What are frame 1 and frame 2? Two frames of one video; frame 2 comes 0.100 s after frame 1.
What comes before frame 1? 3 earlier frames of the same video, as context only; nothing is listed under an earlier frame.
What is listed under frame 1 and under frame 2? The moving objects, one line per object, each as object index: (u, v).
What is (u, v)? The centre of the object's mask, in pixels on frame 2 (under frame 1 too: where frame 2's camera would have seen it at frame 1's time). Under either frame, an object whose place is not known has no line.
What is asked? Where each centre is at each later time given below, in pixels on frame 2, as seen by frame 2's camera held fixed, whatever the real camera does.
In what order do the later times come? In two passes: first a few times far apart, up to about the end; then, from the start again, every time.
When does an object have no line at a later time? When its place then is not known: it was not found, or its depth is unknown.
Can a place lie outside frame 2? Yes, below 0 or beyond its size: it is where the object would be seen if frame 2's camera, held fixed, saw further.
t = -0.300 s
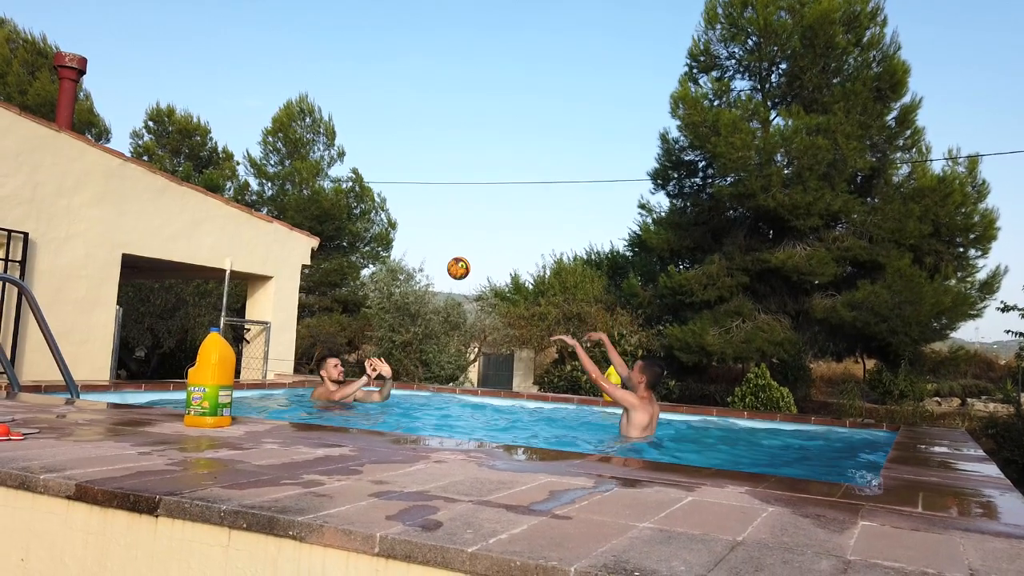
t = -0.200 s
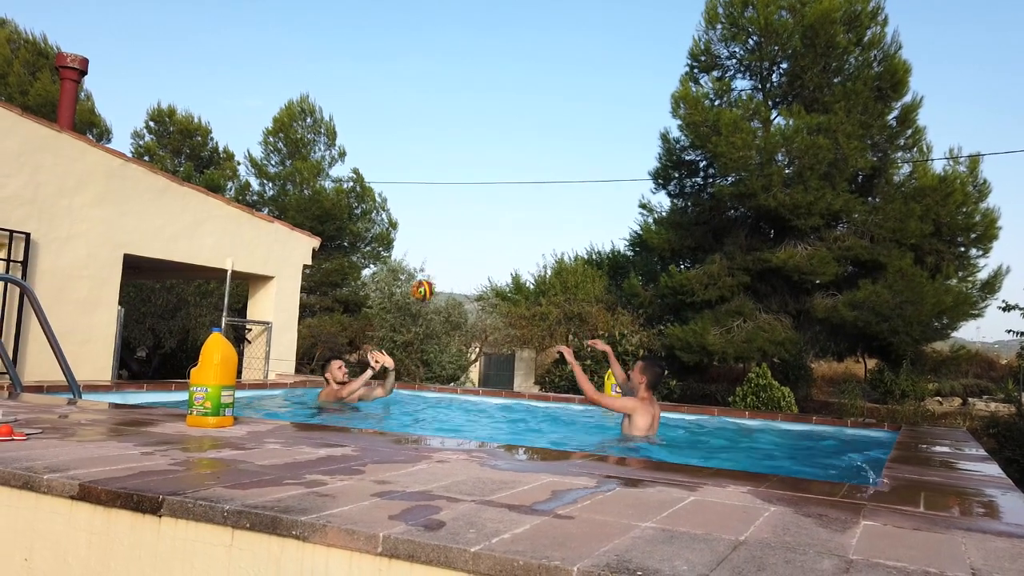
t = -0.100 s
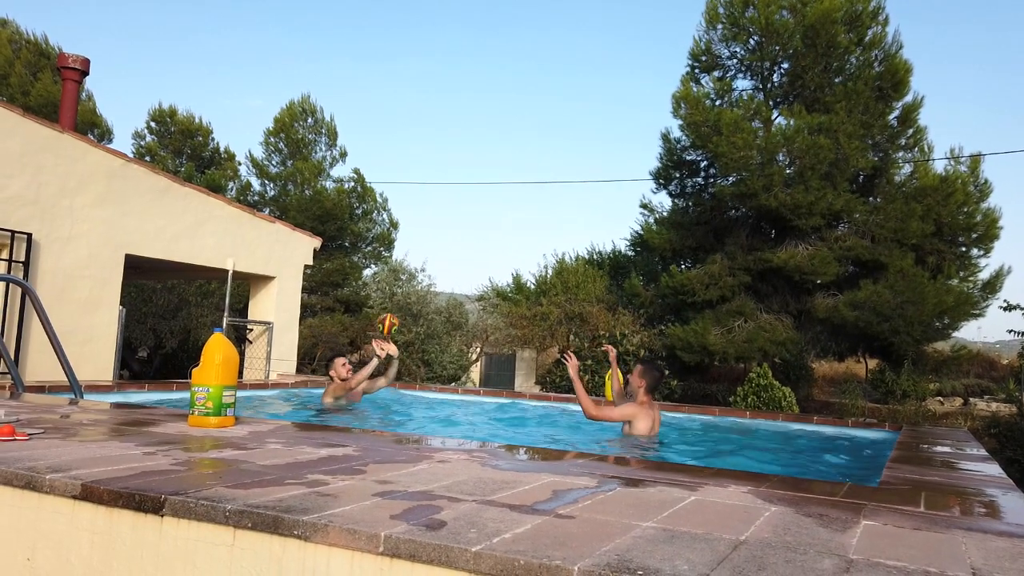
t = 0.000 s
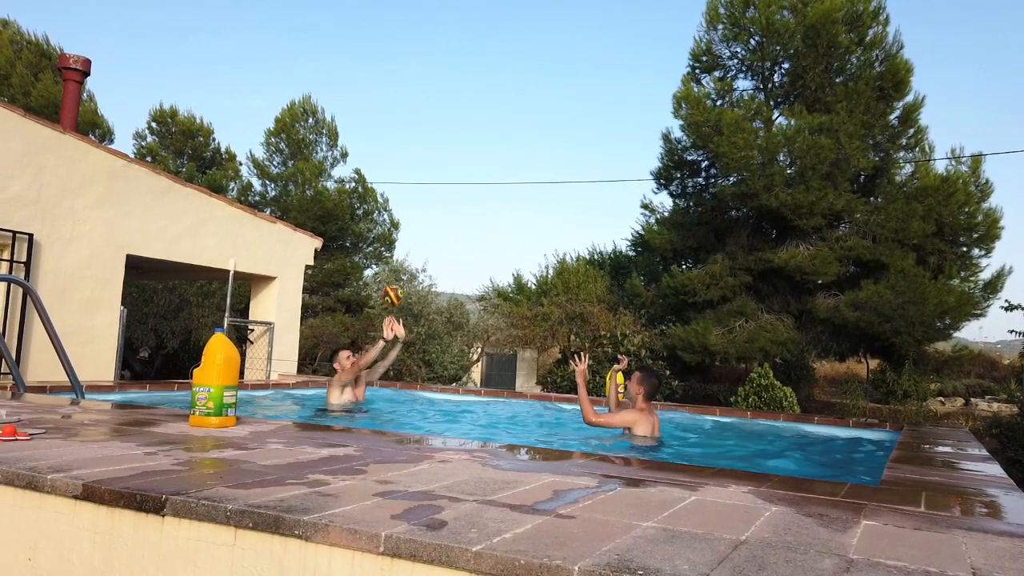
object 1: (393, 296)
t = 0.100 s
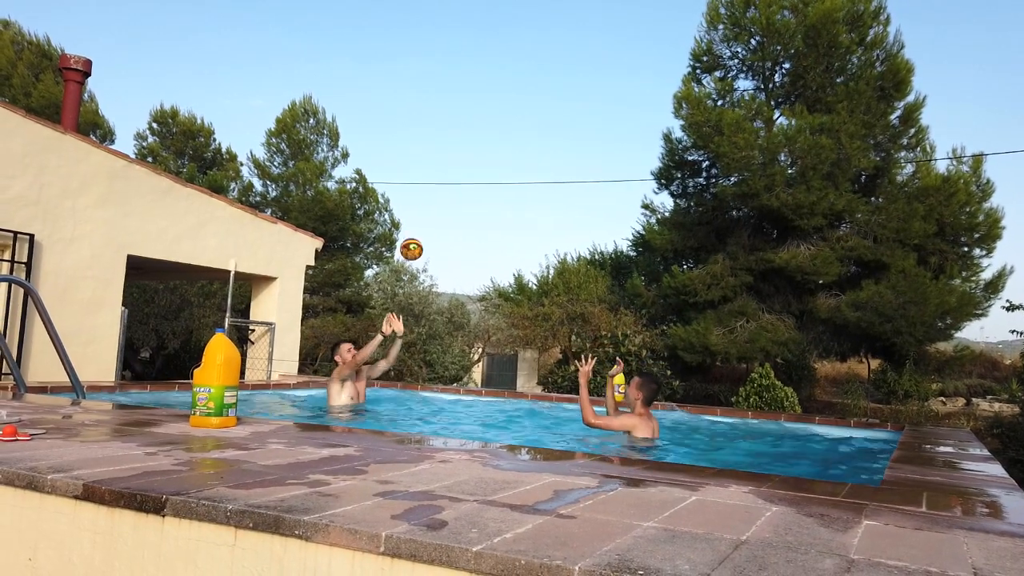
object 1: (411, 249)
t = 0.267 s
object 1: (440, 199)
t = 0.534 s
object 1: (485, 195)
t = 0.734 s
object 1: (517, 264)
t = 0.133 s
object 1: (417, 236)
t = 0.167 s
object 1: (423, 225)
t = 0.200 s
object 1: (428, 215)
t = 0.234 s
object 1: (434, 206)
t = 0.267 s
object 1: (440, 199)
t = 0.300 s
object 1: (445, 193)
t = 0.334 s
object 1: (451, 189)
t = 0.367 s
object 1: (457, 186)
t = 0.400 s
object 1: (462, 185)
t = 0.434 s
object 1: (468, 185)
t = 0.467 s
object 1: (474, 186)
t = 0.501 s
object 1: (479, 190)
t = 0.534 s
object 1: (485, 195)
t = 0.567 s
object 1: (490, 202)
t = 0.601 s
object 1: (495, 210)
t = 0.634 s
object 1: (501, 221)
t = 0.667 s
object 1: (506, 233)
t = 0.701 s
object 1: (511, 248)
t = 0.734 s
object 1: (517, 264)
